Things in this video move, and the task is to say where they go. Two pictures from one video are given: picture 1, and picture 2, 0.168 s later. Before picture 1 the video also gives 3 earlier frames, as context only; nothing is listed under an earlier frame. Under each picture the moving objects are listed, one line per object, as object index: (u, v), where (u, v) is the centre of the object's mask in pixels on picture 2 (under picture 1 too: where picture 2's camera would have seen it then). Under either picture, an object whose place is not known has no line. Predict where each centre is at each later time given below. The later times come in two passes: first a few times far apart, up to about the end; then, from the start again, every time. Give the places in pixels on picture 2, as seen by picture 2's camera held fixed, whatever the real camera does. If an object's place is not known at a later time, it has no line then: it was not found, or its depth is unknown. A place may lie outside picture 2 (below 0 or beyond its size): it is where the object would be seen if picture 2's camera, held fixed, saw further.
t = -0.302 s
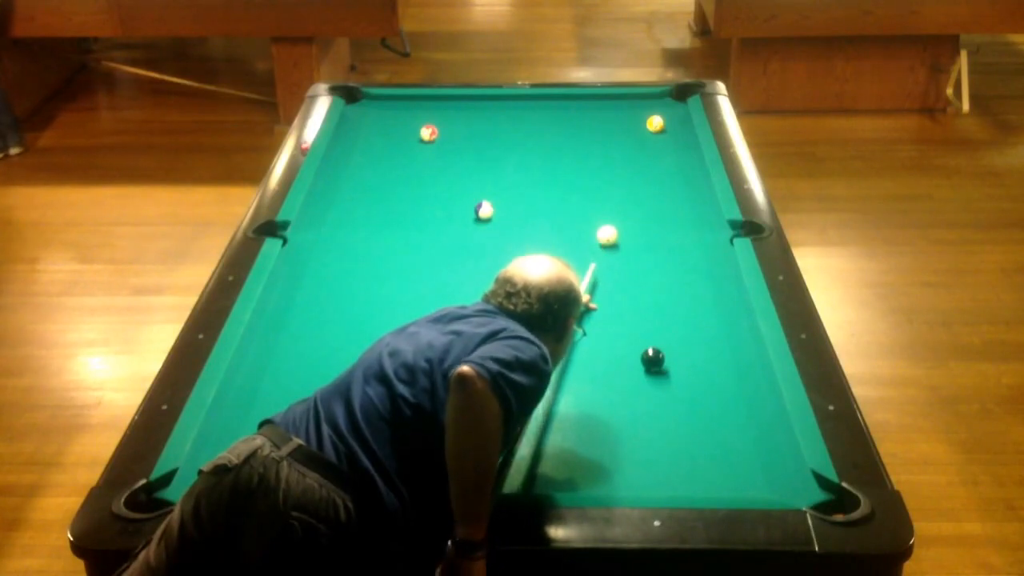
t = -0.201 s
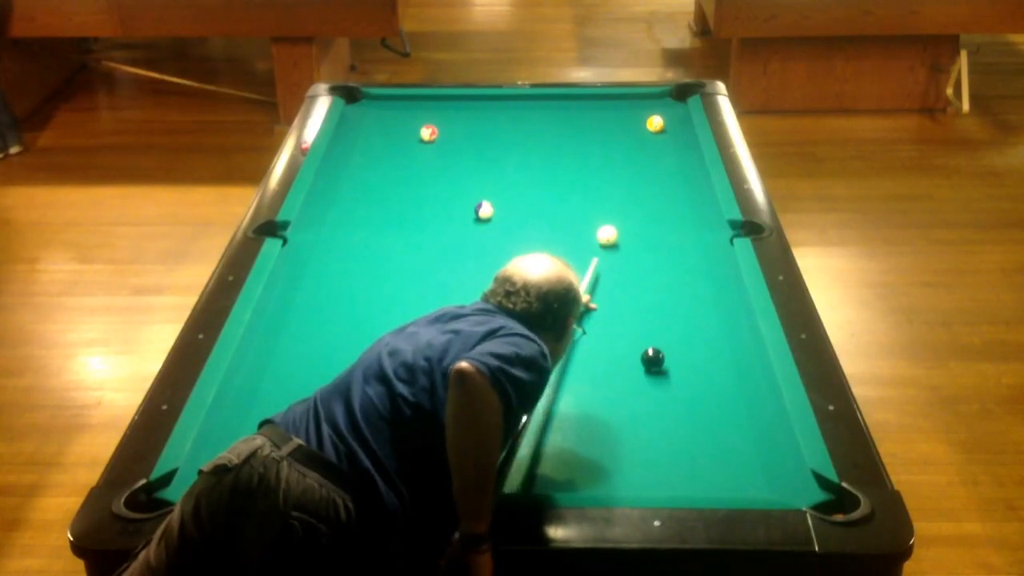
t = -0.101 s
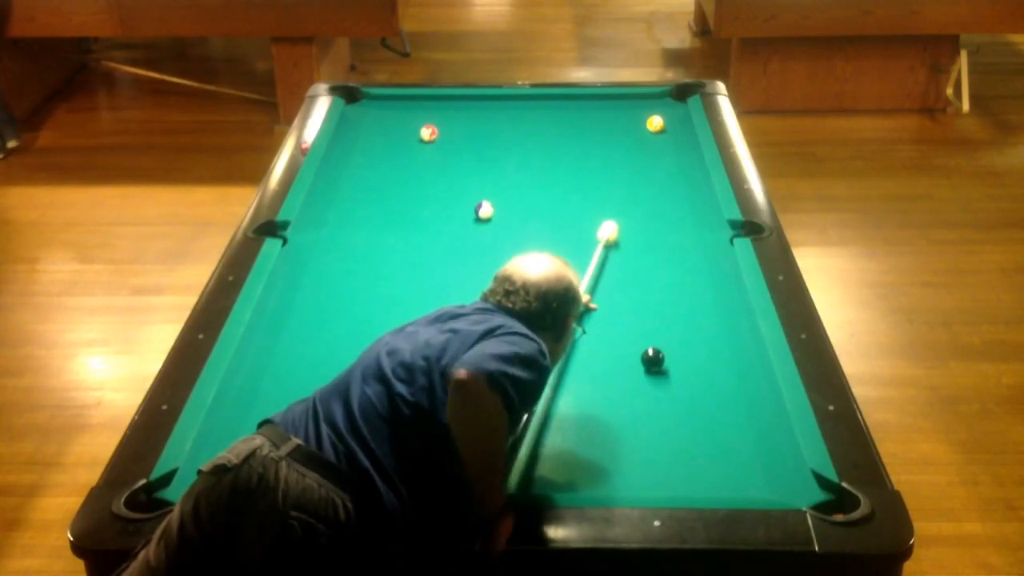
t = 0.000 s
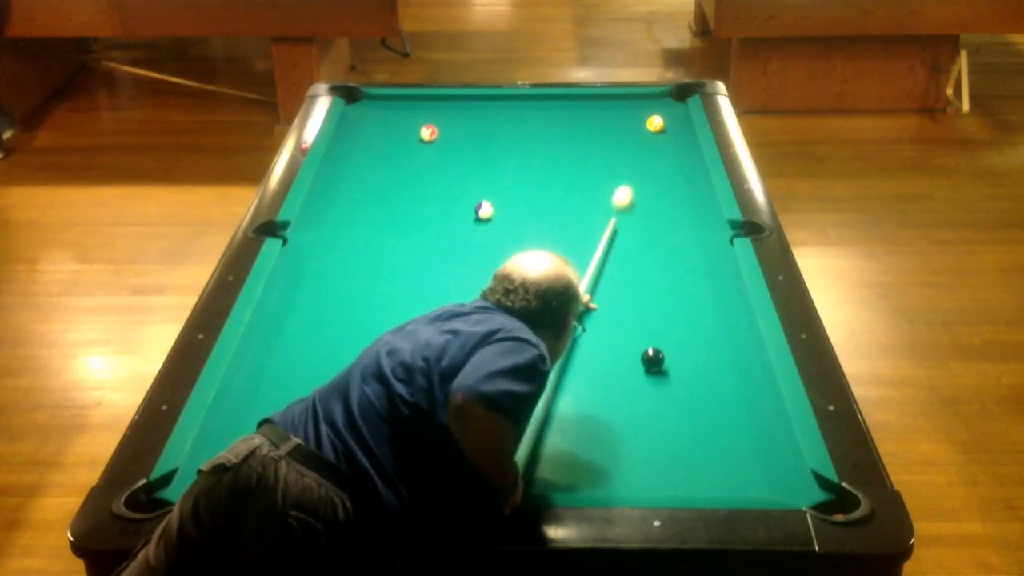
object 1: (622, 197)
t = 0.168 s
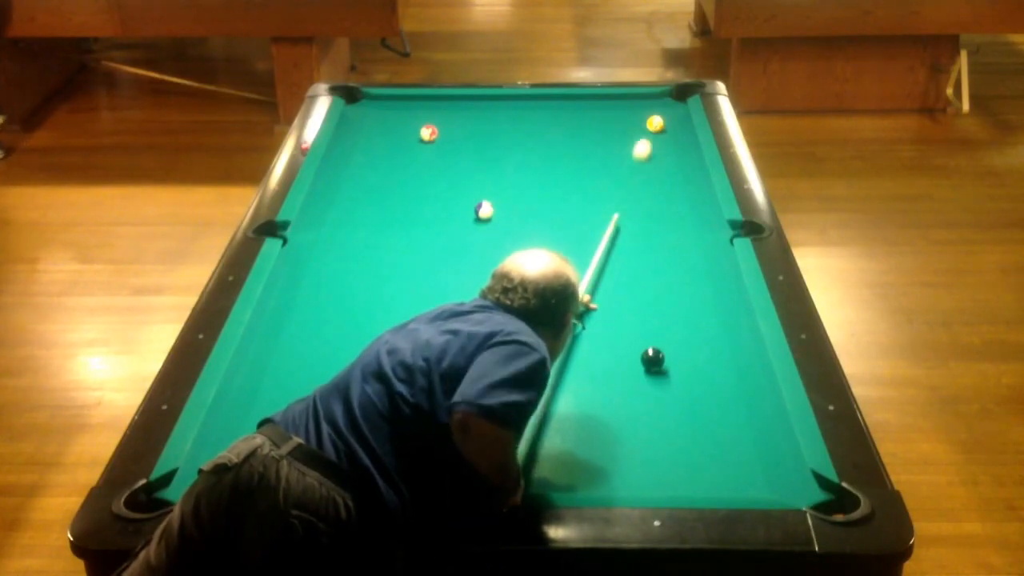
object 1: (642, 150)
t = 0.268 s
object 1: (649, 129)
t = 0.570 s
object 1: (635, 114)
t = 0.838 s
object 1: (628, 98)
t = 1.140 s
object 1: (621, 103)
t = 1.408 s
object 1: (616, 109)
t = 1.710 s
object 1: (610, 119)
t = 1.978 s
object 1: (604, 126)
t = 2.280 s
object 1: (599, 134)
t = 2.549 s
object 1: (595, 140)
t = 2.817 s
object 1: (591, 145)
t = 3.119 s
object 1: (587, 152)
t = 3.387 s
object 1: (585, 157)
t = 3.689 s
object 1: (582, 161)
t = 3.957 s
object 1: (580, 164)
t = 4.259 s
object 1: (578, 167)
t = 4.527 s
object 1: (577, 169)
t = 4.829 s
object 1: (576, 170)
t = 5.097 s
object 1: (576, 170)
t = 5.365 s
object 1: (576, 170)
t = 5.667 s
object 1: (576, 170)
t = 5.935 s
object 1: (576, 170)
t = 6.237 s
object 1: (576, 170)
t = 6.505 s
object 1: (576, 170)
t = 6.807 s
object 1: (576, 170)
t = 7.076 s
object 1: (576, 170)
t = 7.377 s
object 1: (576, 170)
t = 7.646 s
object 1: (576, 170)
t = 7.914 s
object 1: (576, 170)
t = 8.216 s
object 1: (576, 170)
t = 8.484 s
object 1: (576, 170)
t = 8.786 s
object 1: (576, 170)
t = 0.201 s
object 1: (646, 141)
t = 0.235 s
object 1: (649, 133)
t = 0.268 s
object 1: (649, 129)
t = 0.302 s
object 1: (647, 128)
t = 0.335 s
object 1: (645, 127)
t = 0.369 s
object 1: (643, 126)
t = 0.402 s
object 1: (641, 124)
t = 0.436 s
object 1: (640, 122)
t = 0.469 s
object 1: (638, 121)
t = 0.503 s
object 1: (637, 118)
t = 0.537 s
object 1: (636, 116)
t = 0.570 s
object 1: (635, 114)
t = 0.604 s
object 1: (634, 112)
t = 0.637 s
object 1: (634, 110)
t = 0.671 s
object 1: (633, 108)
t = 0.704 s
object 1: (632, 106)
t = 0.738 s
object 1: (631, 104)
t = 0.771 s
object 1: (629, 102)
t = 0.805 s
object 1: (629, 100)
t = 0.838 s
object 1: (628, 98)
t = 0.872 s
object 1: (627, 96)
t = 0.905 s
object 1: (626, 96)
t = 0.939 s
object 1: (625, 97)
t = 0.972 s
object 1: (625, 98)
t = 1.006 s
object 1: (624, 99)
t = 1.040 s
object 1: (623, 100)
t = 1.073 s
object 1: (622, 101)
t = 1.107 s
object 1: (622, 102)
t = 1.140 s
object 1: (621, 103)
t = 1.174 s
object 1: (620, 104)
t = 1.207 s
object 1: (620, 105)
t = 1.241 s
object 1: (619, 106)
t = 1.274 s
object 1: (618, 107)
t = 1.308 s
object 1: (618, 108)
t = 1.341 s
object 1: (617, 109)
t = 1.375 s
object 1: (616, 109)
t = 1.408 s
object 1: (616, 109)
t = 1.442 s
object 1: (618, 112)
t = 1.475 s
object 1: (615, 113)
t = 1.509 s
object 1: (613, 113)
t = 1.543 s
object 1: (612, 115)
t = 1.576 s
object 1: (612, 116)
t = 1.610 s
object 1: (611, 116)
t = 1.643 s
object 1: (611, 117)
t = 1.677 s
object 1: (610, 118)
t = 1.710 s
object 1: (610, 119)
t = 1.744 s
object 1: (609, 120)
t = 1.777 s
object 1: (608, 121)
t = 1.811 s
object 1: (607, 122)
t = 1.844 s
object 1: (607, 123)
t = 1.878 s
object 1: (606, 124)
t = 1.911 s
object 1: (606, 124)
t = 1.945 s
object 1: (605, 125)
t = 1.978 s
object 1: (604, 126)
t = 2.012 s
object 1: (604, 127)
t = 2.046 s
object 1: (603, 128)
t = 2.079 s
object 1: (603, 129)
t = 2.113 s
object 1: (602, 129)
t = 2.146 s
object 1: (601, 130)
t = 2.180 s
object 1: (601, 131)
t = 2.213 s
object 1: (600, 132)
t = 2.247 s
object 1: (600, 133)
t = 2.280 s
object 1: (599, 134)
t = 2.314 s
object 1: (599, 134)
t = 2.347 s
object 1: (598, 135)
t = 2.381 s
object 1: (598, 136)
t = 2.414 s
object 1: (597, 137)
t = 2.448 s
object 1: (597, 138)
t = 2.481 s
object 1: (596, 138)
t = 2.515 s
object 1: (595, 139)
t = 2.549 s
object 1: (595, 140)
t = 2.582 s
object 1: (595, 141)
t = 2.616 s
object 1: (594, 141)
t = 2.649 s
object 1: (594, 142)
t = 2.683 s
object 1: (593, 143)
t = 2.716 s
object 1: (592, 143)
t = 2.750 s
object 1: (592, 144)
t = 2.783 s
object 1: (591, 145)
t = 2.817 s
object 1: (591, 145)
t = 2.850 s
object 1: (591, 146)
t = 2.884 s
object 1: (590, 147)
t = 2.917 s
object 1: (590, 148)
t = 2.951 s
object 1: (589, 148)
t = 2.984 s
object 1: (589, 149)
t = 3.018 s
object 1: (588, 150)
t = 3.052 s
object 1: (588, 151)
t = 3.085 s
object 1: (588, 151)
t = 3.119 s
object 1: (587, 152)
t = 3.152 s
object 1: (586, 153)
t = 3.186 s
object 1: (586, 153)
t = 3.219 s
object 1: (586, 154)
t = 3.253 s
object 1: (585, 154)
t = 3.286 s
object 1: (585, 155)
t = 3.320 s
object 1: (585, 155)
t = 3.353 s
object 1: (585, 156)
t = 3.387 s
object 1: (585, 157)
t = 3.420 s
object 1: (584, 157)
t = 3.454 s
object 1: (584, 158)
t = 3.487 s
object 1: (583, 158)
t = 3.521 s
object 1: (583, 158)
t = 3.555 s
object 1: (583, 159)
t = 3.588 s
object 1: (583, 159)
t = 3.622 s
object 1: (582, 160)
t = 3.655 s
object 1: (582, 161)
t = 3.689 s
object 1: (582, 161)
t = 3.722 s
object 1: (581, 161)
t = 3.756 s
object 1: (581, 162)
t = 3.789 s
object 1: (581, 162)
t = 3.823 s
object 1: (581, 163)
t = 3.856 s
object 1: (580, 163)
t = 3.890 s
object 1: (580, 163)
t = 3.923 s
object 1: (580, 164)
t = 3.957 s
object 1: (580, 164)
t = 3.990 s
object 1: (579, 165)
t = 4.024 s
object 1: (579, 165)
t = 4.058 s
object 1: (579, 165)
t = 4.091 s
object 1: (579, 165)
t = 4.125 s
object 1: (579, 166)
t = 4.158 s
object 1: (579, 166)
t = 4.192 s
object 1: (579, 166)
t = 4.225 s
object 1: (578, 167)
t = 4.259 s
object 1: (578, 167)
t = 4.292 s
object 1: (578, 167)
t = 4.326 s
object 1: (578, 167)
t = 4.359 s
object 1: (578, 168)
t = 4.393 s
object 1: (578, 168)
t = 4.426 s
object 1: (578, 168)
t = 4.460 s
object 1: (577, 168)
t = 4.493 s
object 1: (577, 169)
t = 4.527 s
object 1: (577, 169)
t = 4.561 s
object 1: (577, 169)
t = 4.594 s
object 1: (577, 169)
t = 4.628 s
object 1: (577, 169)
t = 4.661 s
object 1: (577, 169)
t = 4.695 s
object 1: (576, 169)
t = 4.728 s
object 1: (576, 170)
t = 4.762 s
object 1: (576, 169)
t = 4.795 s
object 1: (576, 170)
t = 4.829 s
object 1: (576, 170)
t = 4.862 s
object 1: (576, 170)
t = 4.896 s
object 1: (576, 170)
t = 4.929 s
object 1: (576, 170)
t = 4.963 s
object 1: (576, 170)
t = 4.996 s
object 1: (576, 170)
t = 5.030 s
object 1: (576, 170)
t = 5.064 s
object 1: (576, 170)
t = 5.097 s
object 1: (576, 170)
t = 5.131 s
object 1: (576, 170)
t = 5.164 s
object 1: (576, 170)
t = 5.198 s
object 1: (576, 170)
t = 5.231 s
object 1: (576, 170)
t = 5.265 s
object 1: (576, 170)
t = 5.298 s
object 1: (576, 170)
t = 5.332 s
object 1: (576, 170)
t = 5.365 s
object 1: (576, 170)
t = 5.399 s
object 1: (576, 170)
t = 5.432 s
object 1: (576, 170)
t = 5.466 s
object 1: (576, 170)
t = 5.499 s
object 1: (576, 170)
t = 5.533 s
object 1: (576, 170)
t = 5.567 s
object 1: (576, 170)
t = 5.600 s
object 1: (576, 170)
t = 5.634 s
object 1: (576, 170)
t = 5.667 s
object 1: (576, 170)
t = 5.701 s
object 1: (576, 170)
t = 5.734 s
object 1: (576, 170)
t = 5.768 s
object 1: (576, 170)
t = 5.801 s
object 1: (576, 170)
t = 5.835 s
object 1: (576, 170)
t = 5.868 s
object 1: (576, 170)
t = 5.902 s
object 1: (576, 170)
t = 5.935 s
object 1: (576, 170)
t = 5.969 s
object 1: (576, 170)
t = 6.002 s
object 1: (576, 170)
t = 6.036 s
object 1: (576, 170)
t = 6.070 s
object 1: (576, 170)
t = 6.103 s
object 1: (576, 170)
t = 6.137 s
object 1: (576, 170)
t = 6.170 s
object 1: (576, 170)
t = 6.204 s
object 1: (576, 170)
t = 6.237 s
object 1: (576, 170)
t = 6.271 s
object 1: (576, 170)
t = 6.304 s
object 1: (576, 170)
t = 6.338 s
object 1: (576, 170)
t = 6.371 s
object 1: (576, 170)
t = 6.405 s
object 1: (576, 170)
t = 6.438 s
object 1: (576, 170)
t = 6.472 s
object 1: (576, 170)
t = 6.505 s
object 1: (576, 170)
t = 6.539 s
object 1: (576, 170)
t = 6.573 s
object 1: (576, 170)
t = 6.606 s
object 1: (576, 170)
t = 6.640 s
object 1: (576, 170)
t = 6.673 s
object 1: (576, 170)
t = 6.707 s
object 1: (576, 170)
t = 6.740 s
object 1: (576, 170)
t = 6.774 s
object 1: (576, 170)
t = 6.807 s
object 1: (576, 170)
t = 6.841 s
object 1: (576, 170)
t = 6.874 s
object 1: (576, 170)
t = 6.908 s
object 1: (576, 170)
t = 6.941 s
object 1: (576, 170)
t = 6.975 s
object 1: (576, 170)
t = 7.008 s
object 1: (576, 170)
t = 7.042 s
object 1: (576, 170)
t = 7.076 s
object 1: (576, 170)
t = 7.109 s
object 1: (576, 170)
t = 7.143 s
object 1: (576, 170)
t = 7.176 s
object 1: (576, 170)
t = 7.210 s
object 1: (576, 170)
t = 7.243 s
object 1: (576, 170)
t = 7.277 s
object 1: (576, 170)
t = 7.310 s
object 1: (576, 170)
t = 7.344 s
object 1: (576, 170)
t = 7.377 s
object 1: (576, 170)
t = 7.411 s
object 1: (576, 170)
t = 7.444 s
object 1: (576, 170)
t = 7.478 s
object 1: (576, 170)
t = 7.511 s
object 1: (576, 170)
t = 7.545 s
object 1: (576, 170)
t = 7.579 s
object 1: (576, 170)
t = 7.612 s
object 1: (576, 170)
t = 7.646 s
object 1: (576, 170)
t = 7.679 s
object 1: (576, 170)
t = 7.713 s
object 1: (576, 170)
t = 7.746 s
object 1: (576, 170)
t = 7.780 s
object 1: (576, 170)
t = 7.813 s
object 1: (576, 170)
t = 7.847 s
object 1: (576, 170)
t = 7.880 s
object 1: (576, 170)
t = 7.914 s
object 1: (576, 170)
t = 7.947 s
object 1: (576, 170)
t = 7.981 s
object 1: (576, 170)
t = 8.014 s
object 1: (576, 170)
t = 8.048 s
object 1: (576, 170)
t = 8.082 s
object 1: (576, 170)
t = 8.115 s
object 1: (576, 170)
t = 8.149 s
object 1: (576, 170)
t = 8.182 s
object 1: (576, 170)
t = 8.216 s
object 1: (576, 170)
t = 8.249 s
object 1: (576, 170)
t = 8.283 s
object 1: (576, 170)
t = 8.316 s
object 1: (576, 170)
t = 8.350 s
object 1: (576, 170)
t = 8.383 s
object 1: (576, 170)
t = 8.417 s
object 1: (576, 170)
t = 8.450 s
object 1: (576, 170)
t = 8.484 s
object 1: (576, 170)
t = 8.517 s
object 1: (576, 170)
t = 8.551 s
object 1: (576, 170)
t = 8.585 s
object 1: (576, 170)
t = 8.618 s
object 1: (576, 170)
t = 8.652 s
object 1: (576, 170)
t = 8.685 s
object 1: (576, 170)
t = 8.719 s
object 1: (576, 170)
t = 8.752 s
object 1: (576, 170)
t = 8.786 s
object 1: (576, 170)
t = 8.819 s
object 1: (576, 170)
